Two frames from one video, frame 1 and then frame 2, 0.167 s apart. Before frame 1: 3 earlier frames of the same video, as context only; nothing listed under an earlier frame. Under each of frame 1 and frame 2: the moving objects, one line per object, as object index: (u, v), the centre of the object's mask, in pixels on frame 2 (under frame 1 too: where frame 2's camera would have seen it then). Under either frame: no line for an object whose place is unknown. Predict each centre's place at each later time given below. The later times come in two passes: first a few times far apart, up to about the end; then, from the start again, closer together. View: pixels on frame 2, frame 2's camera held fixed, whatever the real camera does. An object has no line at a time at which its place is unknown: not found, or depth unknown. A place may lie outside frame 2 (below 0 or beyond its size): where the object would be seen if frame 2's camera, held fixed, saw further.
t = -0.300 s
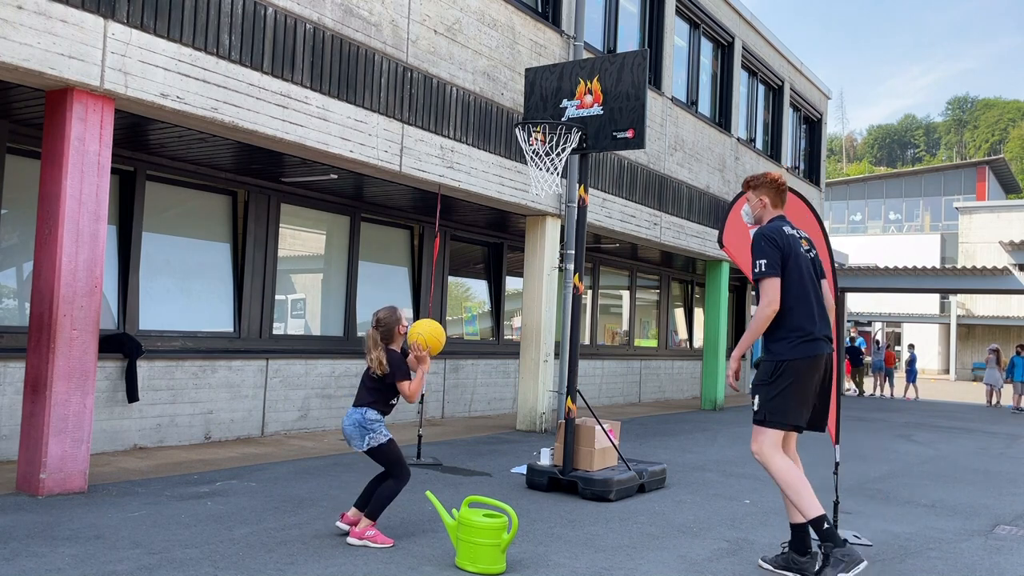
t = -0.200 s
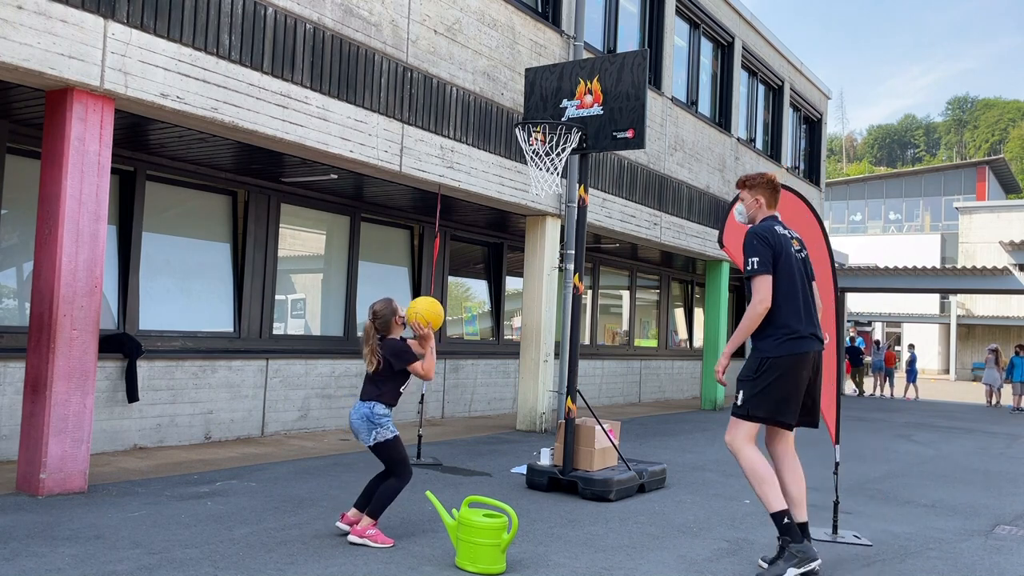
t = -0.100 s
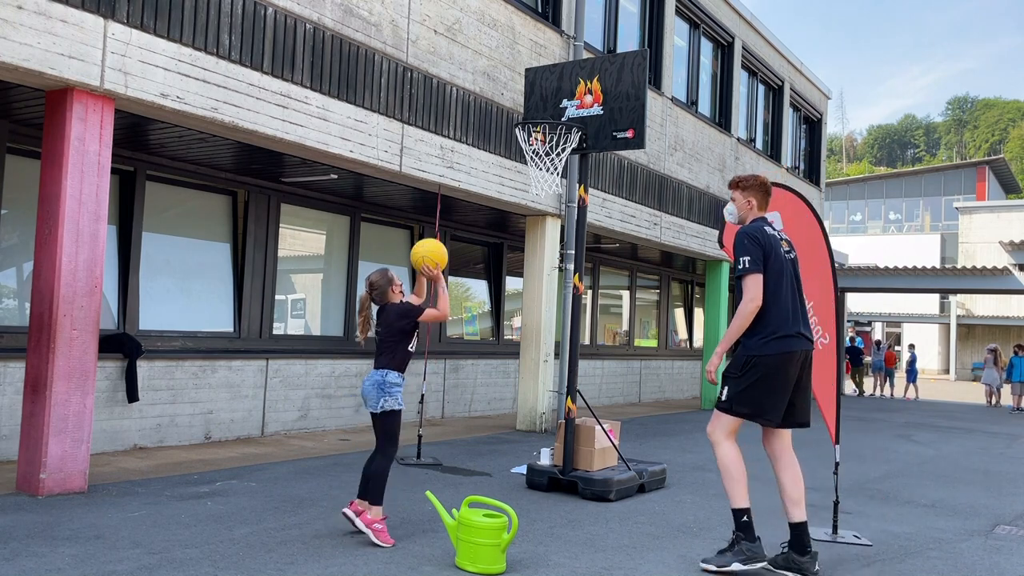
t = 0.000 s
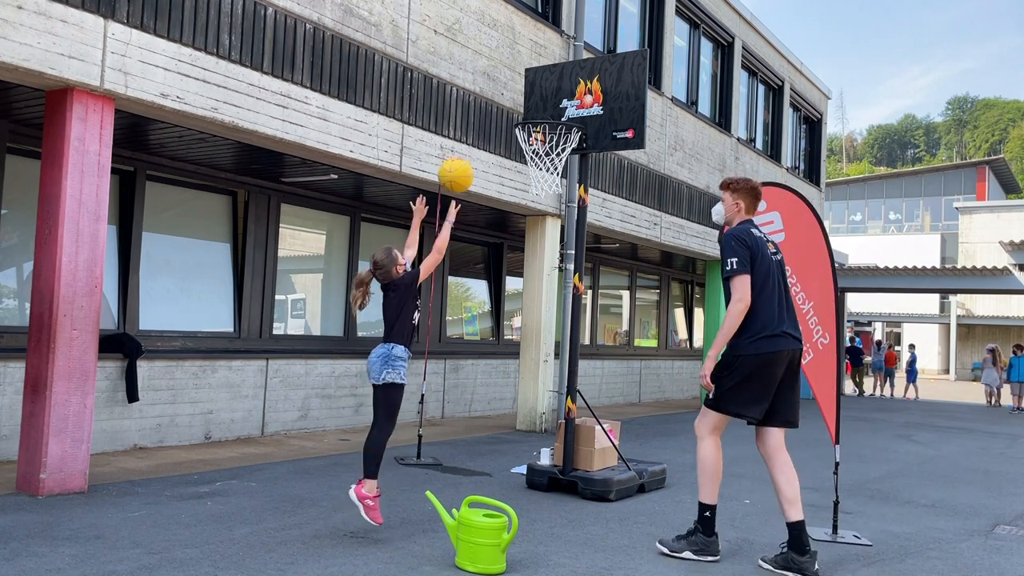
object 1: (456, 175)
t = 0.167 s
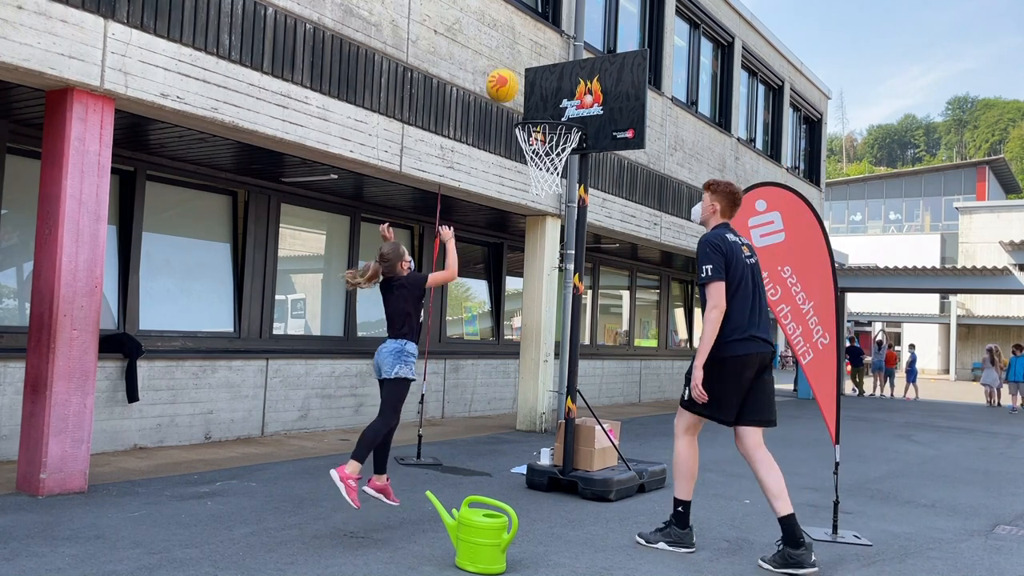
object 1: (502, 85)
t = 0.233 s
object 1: (518, 66)
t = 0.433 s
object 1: (558, 48)
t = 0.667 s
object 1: (541, 67)
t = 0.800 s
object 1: (514, 102)
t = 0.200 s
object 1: (510, 75)
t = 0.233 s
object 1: (518, 66)
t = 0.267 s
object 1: (525, 59)
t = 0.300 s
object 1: (532, 53)
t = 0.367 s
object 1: (546, 47)
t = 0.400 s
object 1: (552, 47)
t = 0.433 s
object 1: (558, 48)
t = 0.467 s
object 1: (564, 51)
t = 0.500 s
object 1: (569, 55)
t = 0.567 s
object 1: (561, 56)
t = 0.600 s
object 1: (554, 58)
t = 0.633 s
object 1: (548, 61)
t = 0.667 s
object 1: (541, 67)
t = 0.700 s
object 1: (535, 73)
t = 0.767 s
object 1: (521, 91)
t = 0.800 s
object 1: (514, 102)
